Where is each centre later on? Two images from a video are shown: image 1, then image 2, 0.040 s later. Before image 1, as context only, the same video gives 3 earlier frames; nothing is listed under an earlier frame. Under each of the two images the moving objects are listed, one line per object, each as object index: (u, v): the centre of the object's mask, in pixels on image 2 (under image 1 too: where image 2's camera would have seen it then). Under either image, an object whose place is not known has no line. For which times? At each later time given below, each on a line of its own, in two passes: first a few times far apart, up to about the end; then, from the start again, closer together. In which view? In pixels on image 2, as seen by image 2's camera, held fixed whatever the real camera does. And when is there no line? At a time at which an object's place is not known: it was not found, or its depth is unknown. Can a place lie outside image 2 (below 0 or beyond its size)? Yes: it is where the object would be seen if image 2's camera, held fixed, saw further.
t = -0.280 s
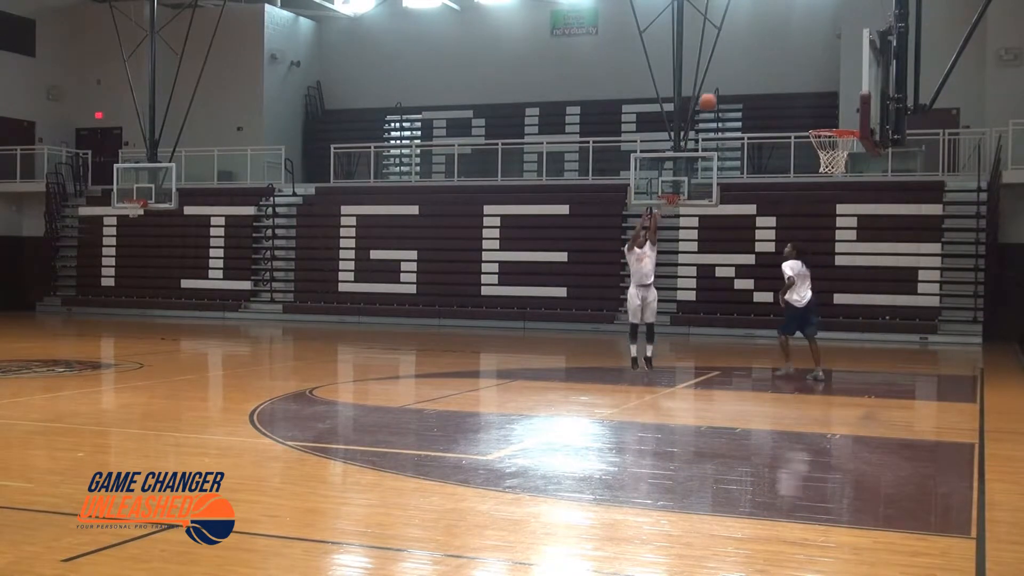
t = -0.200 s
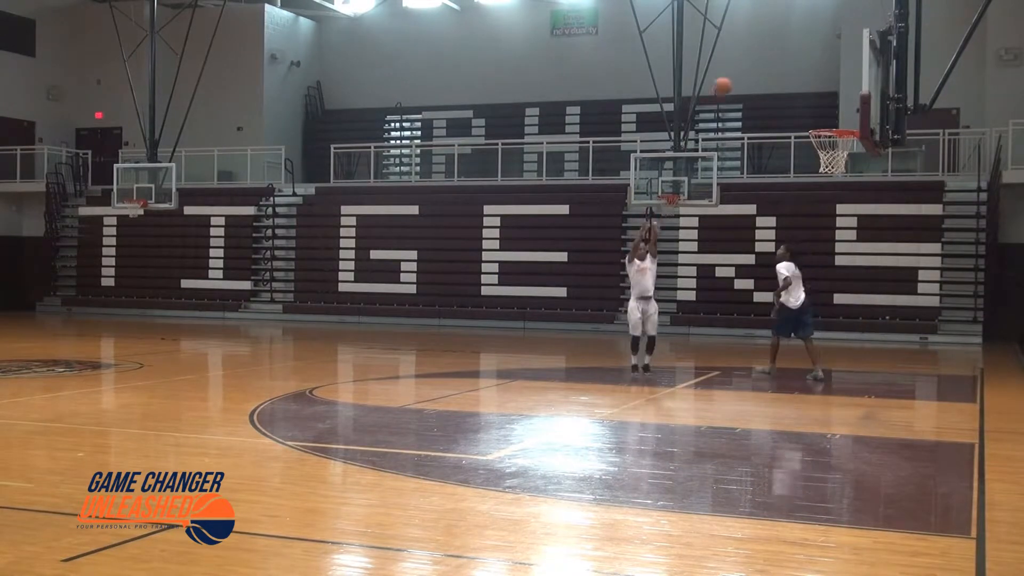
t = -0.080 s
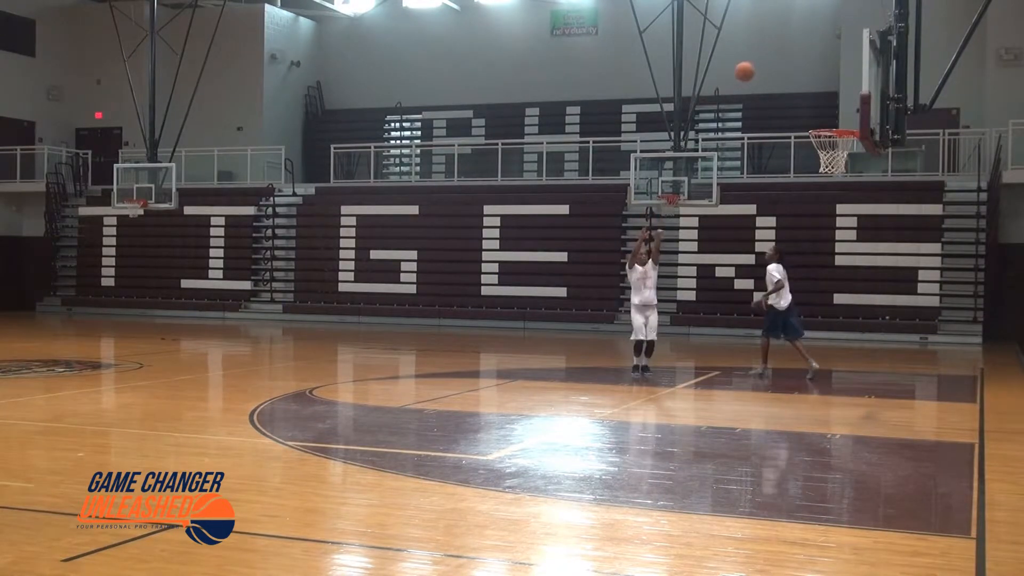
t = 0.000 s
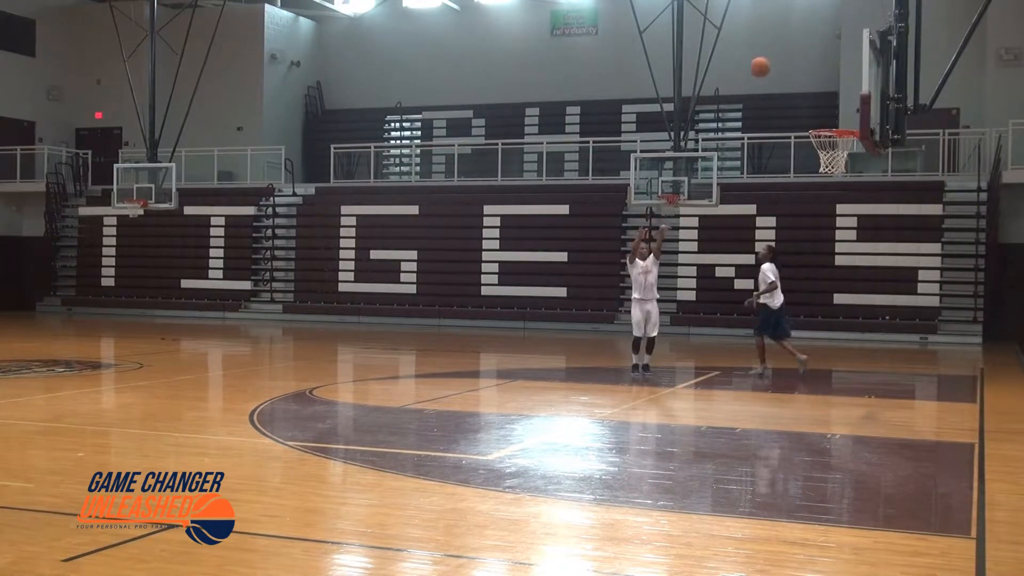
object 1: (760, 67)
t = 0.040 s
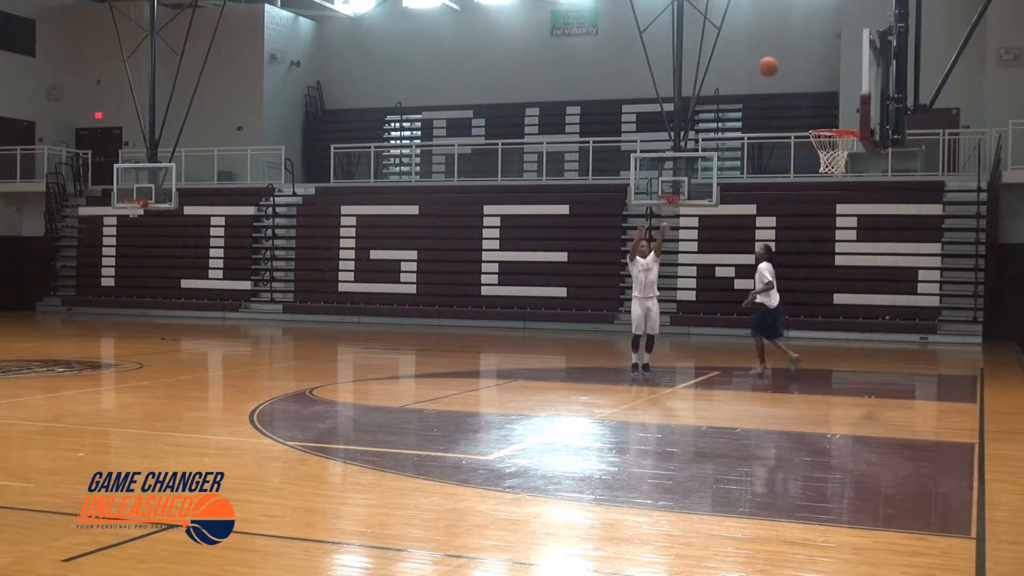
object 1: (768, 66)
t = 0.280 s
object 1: (818, 93)
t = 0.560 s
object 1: (816, 107)
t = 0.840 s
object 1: (794, 92)
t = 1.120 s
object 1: (771, 144)
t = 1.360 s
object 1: (753, 238)
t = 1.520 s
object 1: (742, 323)
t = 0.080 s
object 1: (776, 67)
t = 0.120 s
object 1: (785, 70)
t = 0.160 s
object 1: (793, 73)
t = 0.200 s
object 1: (801, 79)
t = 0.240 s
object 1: (810, 85)
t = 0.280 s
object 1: (818, 93)
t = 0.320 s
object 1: (828, 103)
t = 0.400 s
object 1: (845, 126)
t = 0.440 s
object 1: (833, 122)
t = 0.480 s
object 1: (822, 122)
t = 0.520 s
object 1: (818, 115)
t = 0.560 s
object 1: (816, 107)
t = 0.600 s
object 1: (813, 100)
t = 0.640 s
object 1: (809, 96)
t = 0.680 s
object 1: (806, 92)
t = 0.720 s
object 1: (803, 90)
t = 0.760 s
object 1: (800, 89)
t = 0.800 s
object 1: (797, 90)
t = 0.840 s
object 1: (794, 92)
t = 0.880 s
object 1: (791, 95)
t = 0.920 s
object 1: (788, 100)
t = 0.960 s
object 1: (784, 106)
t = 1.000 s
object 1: (781, 114)
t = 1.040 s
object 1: (778, 122)
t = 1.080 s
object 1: (775, 132)
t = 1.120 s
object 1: (771, 144)
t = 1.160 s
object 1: (768, 157)
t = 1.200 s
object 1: (766, 169)
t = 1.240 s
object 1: (762, 186)
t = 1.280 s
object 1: (760, 201)
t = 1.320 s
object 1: (756, 220)
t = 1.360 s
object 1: (753, 238)
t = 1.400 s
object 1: (751, 258)
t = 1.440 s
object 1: (748, 278)
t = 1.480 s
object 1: (744, 302)
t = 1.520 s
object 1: (742, 323)
